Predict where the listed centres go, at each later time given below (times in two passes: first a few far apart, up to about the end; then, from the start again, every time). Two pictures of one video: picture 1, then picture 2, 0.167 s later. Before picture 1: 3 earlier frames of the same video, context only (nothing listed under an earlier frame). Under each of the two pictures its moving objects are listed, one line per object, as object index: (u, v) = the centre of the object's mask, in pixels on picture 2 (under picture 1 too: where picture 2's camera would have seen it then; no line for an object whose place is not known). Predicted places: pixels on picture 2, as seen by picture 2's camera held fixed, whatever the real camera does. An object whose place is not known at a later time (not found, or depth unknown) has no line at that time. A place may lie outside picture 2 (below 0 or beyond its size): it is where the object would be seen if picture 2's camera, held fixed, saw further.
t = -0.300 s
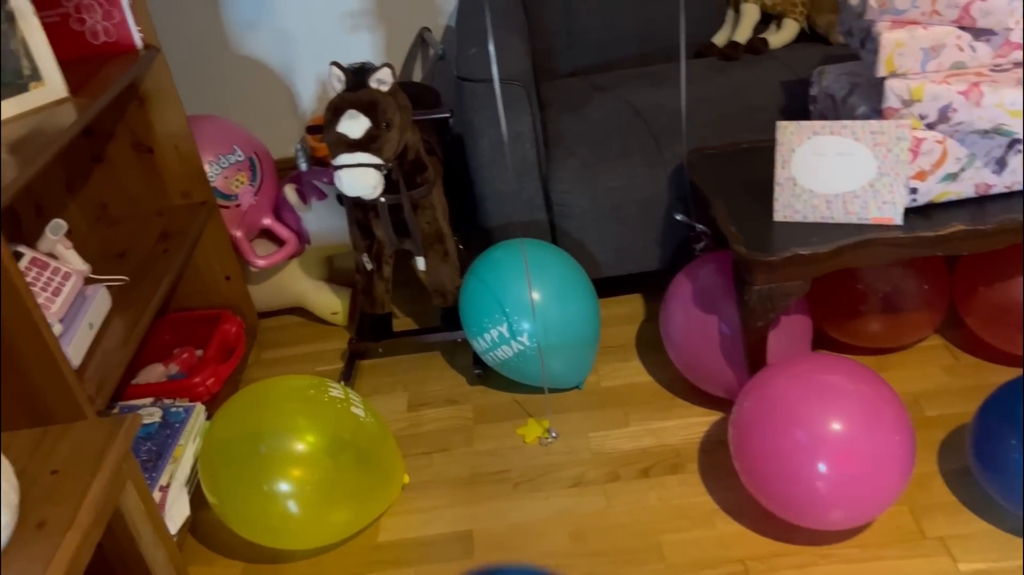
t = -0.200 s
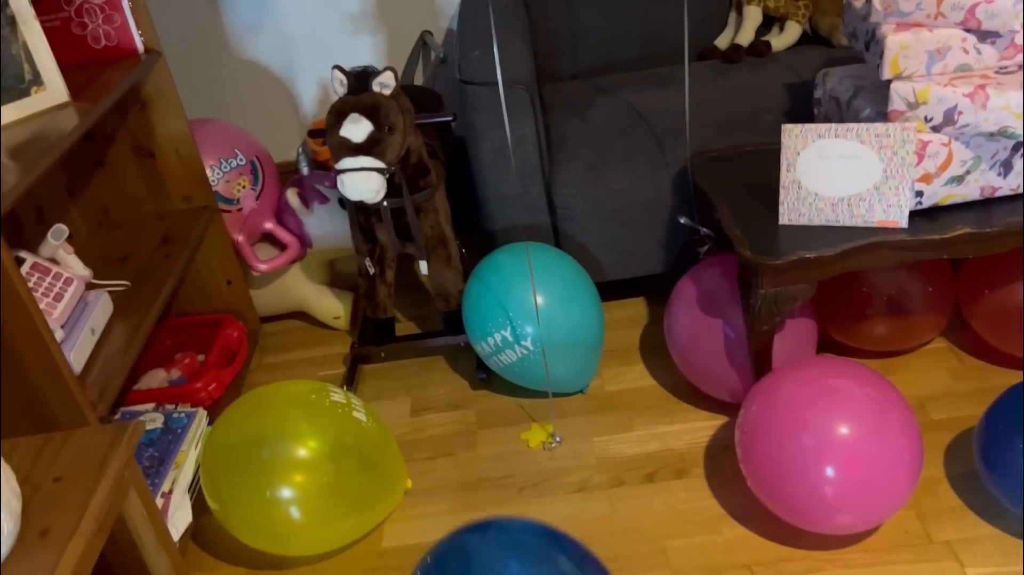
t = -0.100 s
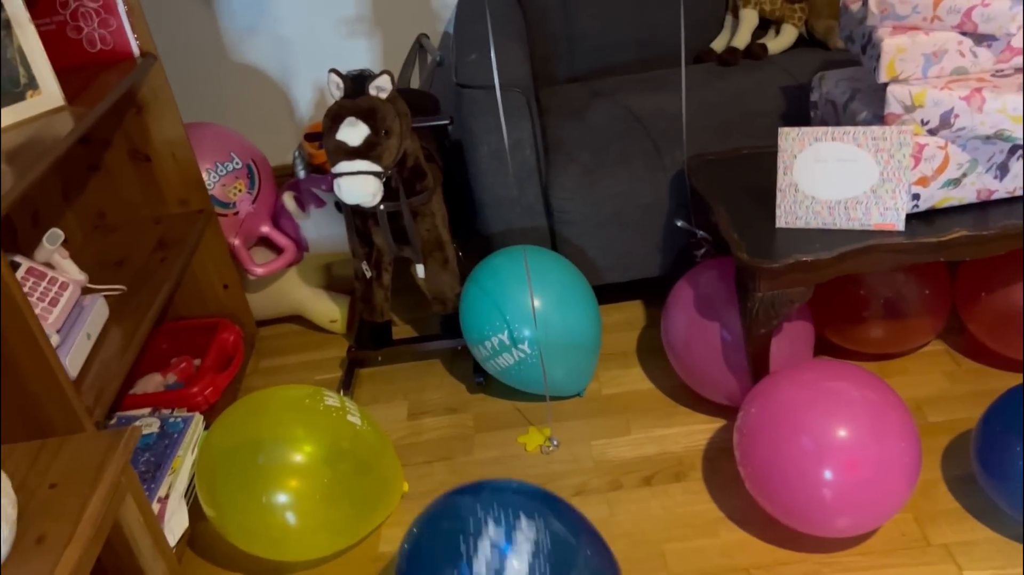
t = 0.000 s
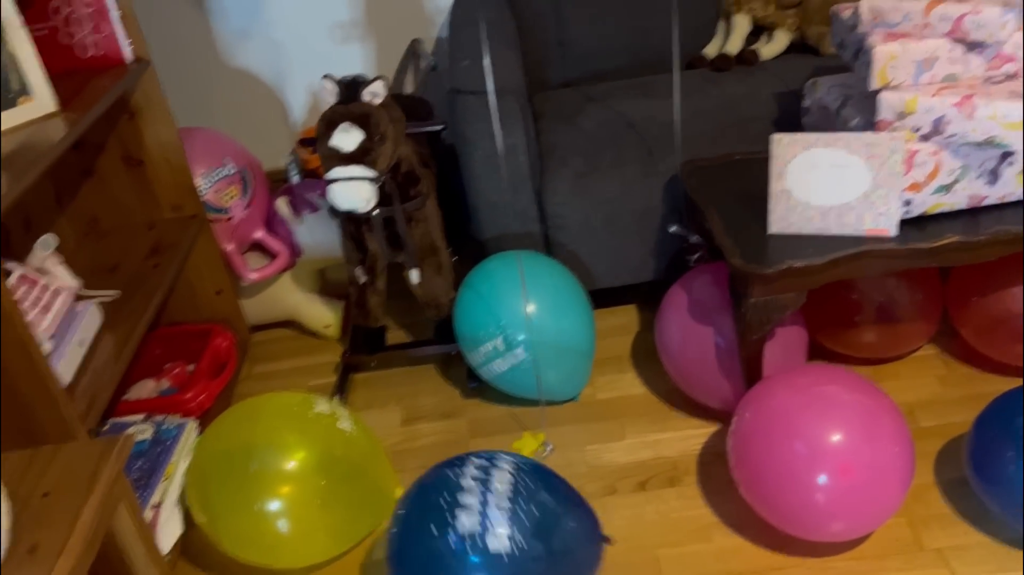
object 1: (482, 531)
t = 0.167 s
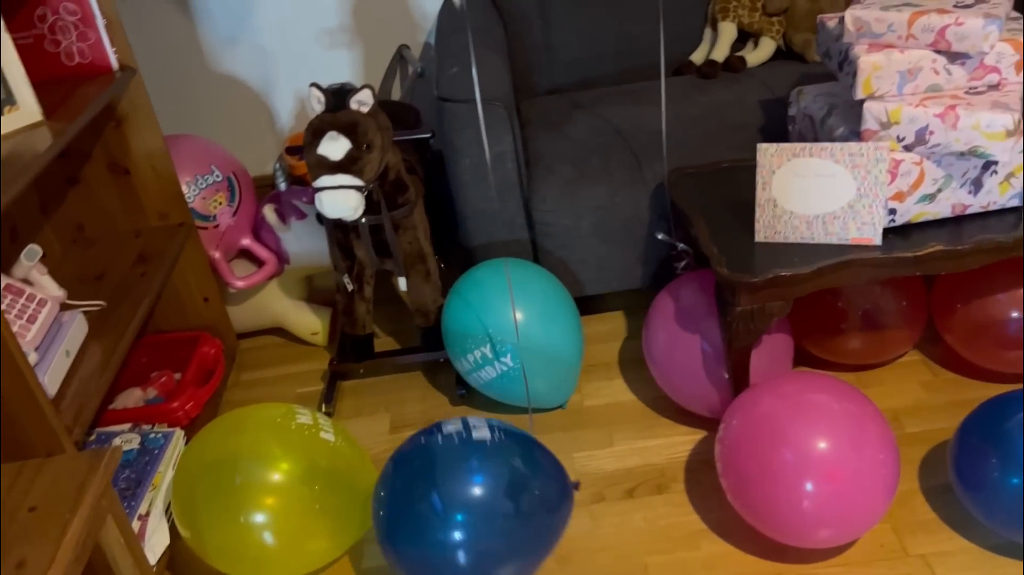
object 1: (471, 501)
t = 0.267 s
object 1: (466, 485)
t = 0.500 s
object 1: (463, 445)
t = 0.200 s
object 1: (469, 495)
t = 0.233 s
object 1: (468, 490)
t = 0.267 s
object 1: (466, 485)
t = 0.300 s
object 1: (466, 478)
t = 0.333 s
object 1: (465, 472)
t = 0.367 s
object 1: (464, 467)
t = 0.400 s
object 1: (464, 462)
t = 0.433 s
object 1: (464, 454)
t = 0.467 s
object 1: (463, 450)
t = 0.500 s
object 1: (463, 445)
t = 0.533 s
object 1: (464, 439)
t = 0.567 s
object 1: (464, 435)
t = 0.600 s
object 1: (465, 430)
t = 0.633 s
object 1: (465, 427)
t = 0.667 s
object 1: (465, 424)
